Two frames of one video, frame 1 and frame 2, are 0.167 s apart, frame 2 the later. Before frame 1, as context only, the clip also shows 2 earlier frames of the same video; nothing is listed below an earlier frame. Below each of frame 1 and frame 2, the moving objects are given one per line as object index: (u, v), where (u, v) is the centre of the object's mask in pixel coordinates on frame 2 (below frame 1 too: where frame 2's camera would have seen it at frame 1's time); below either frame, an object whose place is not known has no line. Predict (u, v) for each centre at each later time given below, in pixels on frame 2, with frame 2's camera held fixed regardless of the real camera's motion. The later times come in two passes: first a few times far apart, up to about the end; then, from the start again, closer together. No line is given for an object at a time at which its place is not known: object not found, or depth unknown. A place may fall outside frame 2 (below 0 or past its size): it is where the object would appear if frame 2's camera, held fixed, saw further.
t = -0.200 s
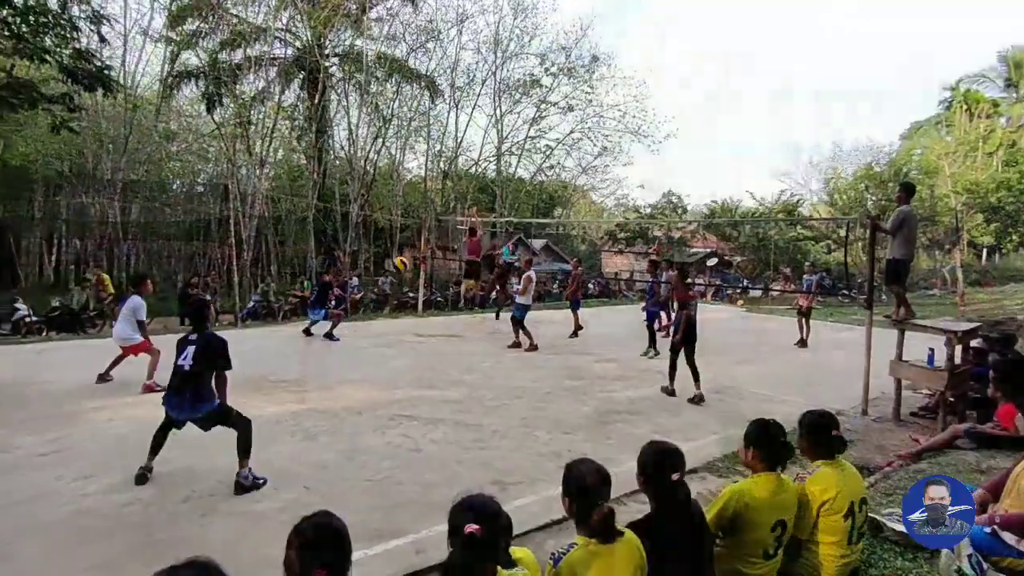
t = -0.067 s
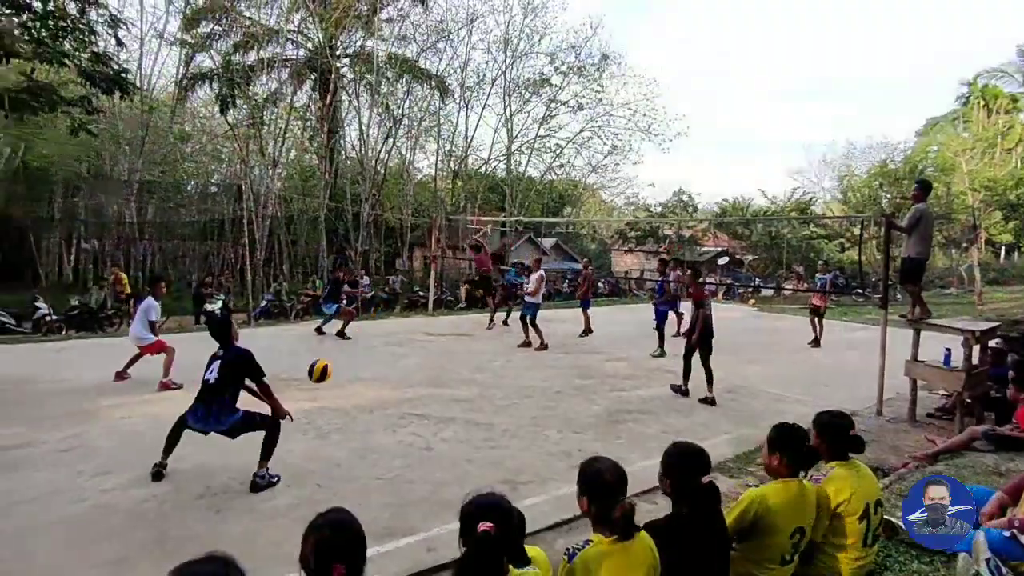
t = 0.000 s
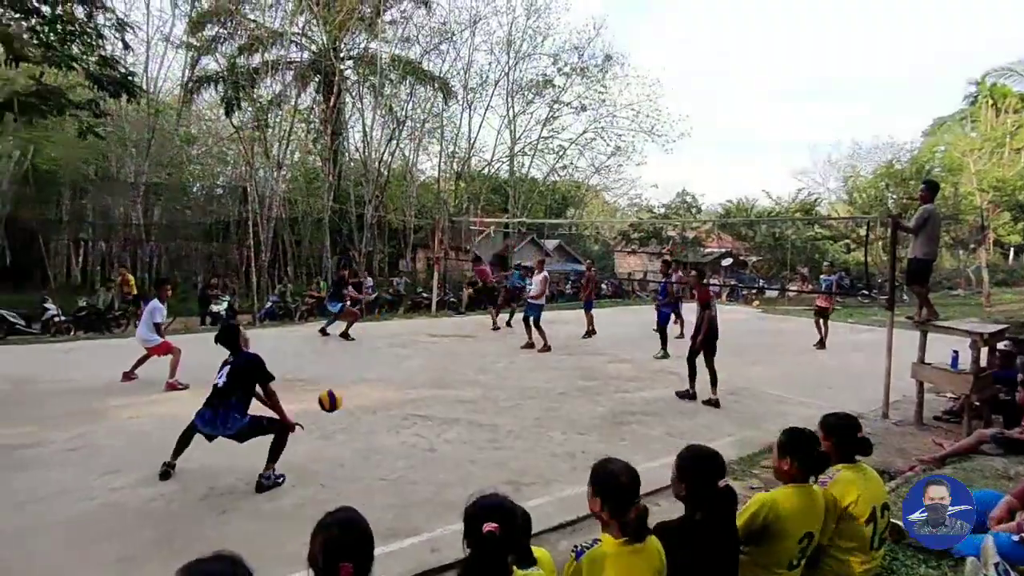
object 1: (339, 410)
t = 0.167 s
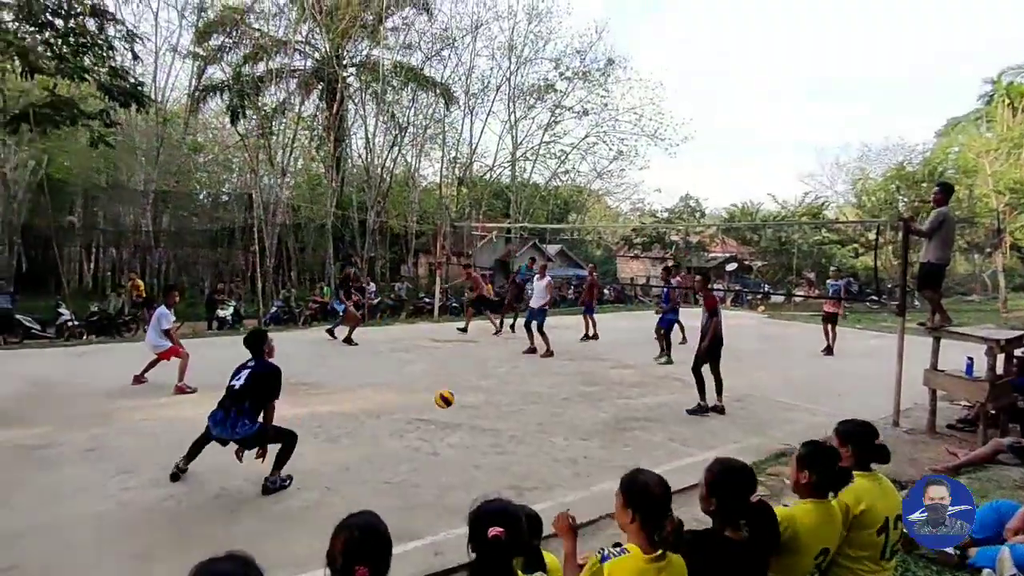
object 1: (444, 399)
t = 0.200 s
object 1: (460, 400)
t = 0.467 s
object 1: (538, 366)
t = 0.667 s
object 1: (575, 363)
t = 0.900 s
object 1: (610, 356)
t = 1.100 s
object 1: (633, 348)
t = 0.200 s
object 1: (460, 400)
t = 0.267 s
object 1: (489, 404)
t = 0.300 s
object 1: (497, 394)
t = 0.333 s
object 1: (505, 386)
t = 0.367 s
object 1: (514, 379)
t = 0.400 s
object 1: (523, 374)
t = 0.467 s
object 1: (538, 366)
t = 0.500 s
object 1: (545, 364)
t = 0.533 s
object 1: (551, 362)
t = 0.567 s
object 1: (558, 361)
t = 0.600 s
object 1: (563, 361)
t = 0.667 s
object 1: (575, 363)
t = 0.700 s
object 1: (581, 365)
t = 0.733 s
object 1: (586, 368)
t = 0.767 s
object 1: (591, 372)
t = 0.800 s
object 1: (596, 369)
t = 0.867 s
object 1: (606, 359)
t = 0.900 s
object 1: (610, 356)
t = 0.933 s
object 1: (614, 352)
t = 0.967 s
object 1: (618, 350)
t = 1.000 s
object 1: (622, 348)
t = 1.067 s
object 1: (630, 348)
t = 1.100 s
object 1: (633, 348)
